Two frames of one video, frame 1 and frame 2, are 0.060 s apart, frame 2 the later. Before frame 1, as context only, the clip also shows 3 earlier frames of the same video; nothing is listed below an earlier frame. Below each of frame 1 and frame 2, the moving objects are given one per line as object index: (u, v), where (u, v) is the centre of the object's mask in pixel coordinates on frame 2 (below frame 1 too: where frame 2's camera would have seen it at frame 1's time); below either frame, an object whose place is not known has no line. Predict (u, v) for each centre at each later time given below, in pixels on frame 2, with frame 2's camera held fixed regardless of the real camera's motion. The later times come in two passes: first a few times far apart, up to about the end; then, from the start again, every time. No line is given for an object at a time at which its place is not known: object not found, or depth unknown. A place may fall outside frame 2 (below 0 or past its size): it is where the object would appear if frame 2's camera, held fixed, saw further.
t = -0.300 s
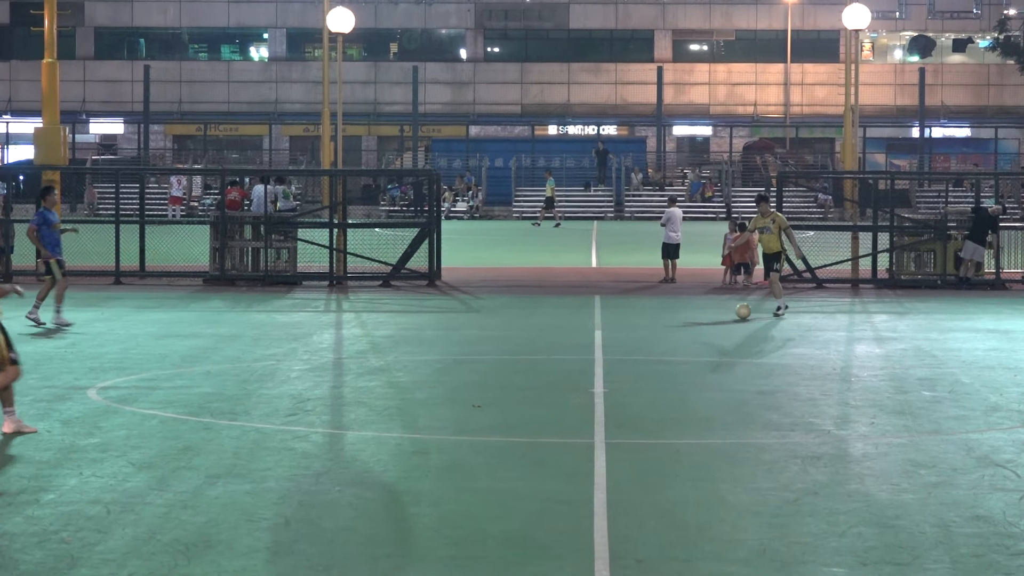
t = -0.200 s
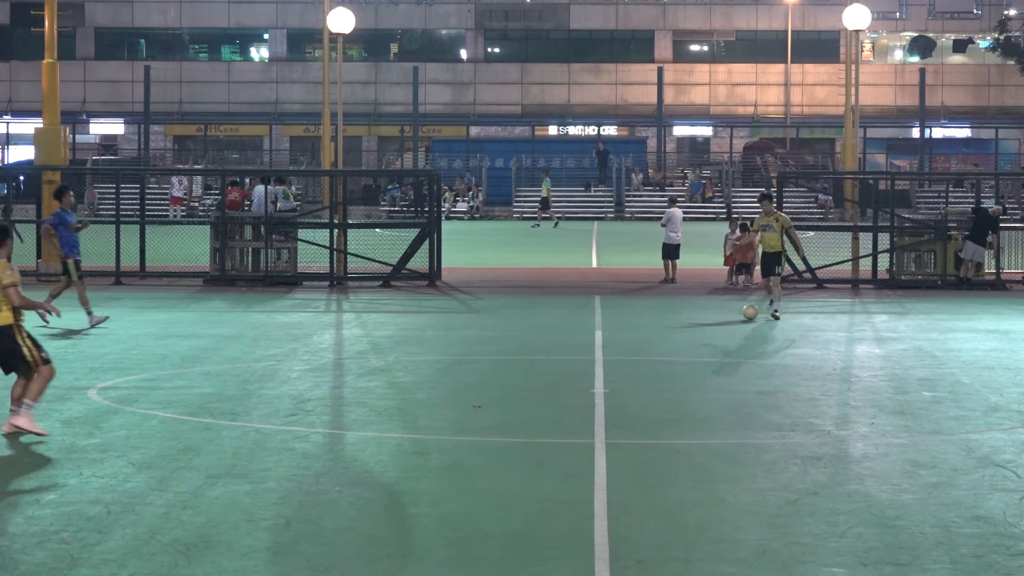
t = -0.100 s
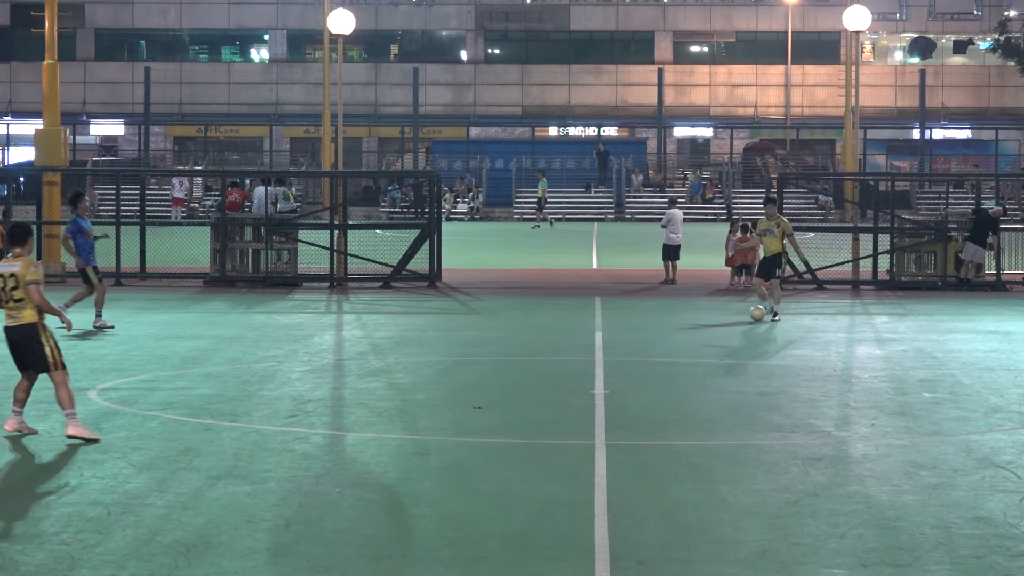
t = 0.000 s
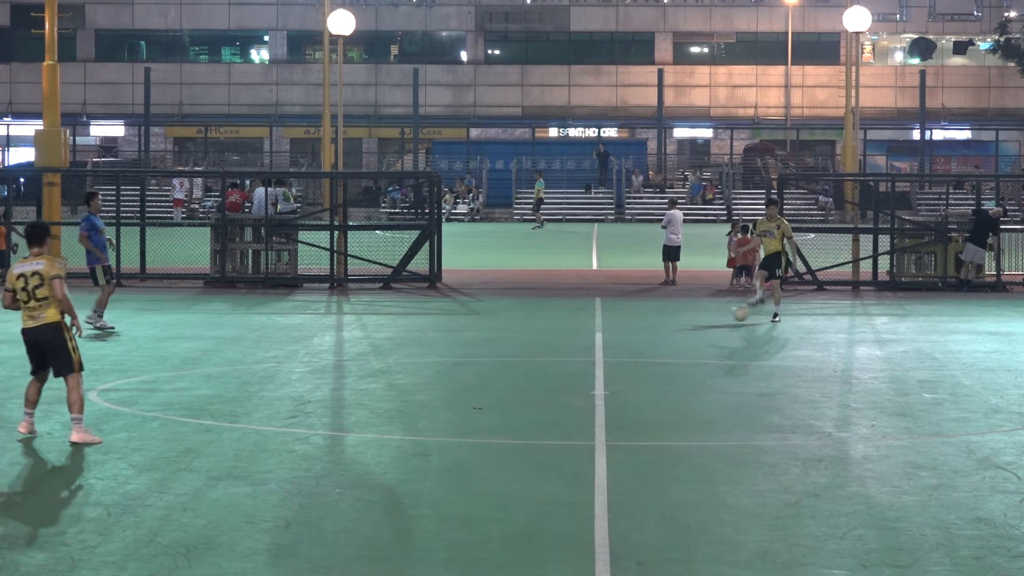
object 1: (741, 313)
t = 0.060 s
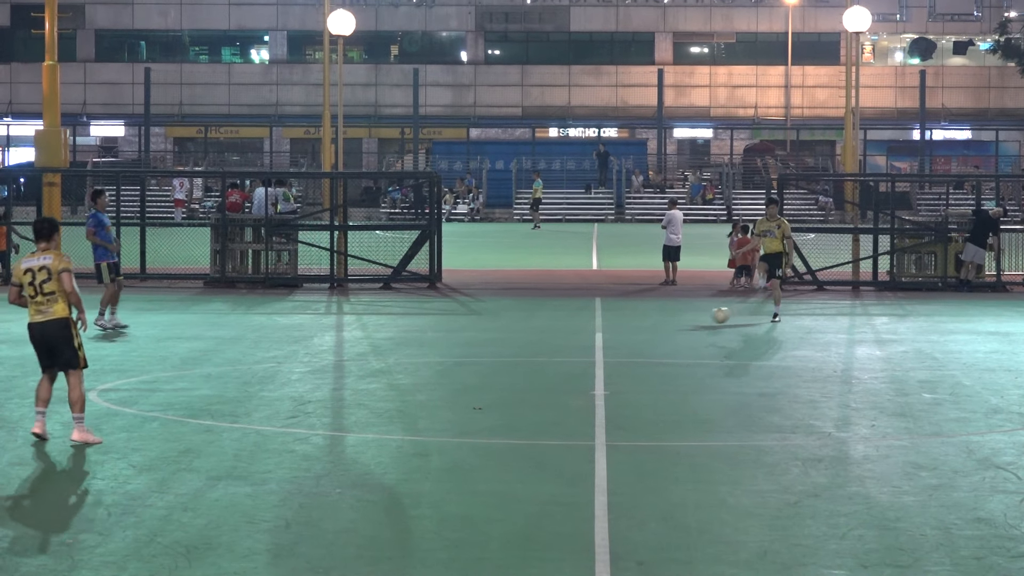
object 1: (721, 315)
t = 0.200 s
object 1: (672, 326)
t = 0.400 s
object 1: (608, 334)
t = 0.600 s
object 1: (546, 348)
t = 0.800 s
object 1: (489, 357)
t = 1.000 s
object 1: (428, 364)
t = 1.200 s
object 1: (364, 372)
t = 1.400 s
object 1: (293, 389)
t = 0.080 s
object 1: (714, 316)
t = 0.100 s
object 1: (707, 318)
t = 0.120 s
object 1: (700, 319)
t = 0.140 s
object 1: (692, 322)
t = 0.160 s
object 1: (686, 324)
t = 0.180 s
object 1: (678, 327)
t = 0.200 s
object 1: (672, 326)
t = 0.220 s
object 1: (666, 325)
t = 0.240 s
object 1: (659, 324)
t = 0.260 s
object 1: (653, 324)
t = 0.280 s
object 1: (647, 324)
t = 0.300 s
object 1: (641, 324)
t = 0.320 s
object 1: (634, 325)
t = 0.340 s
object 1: (628, 327)
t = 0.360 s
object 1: (621, 329)
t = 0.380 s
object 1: (614, 331)
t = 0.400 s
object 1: (608, 334)
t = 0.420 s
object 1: (601, 338)
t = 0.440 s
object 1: (594, 338)
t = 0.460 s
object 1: (588, 338)
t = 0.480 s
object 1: (583, 338)
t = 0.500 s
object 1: (576, 339)
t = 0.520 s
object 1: (570, 339)
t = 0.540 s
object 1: (564, 340)
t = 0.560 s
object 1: (558, 343)
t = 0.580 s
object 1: (551, 347)
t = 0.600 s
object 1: (546, 348)
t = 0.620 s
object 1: (540, 348)
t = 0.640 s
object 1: (535, 348)
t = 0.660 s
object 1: (529, 348)
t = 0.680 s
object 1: (524, 348)
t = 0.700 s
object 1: (518, 349)
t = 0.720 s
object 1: (512, 351)
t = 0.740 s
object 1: (506, 353)
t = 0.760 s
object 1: (500, 355)
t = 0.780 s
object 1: (495, 356)
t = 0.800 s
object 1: (489, 357)
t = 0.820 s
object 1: (483, 357)
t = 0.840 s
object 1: (477, 358)
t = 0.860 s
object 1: (471, 360)
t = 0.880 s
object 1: (465, 360)
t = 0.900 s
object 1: (460, 360)
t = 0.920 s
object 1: (454, 359)
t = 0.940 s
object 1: (447, 360)
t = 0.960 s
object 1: (441, 361)
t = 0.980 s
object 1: (435, 363)
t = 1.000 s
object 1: (428, 364)
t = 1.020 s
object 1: (422, 367)
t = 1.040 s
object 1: (416, 367)
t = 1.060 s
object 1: (409, 366)
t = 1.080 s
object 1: (404, 365)
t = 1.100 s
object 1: (397, 365)
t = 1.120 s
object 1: (390, 366)
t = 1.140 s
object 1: (384, 367)
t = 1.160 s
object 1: (377, 368)
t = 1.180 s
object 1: (370, 370)
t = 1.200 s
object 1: (364, 372)
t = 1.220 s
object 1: (356, 375)
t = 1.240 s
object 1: (349, 378)
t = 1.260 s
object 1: (342, 380)
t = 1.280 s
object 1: (335, 380)
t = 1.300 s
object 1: (329, 380)
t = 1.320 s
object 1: (322, 380)
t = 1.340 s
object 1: (314, 382)
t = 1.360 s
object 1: (307, 384)
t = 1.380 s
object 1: (300, 386)
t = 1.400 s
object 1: (293, 389)
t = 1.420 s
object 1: (285, 391)
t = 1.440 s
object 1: (277, 391)
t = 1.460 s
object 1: (270, 392)
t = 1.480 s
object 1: (262, 394)
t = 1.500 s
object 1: (254, 396)
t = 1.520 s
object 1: (246, 398)
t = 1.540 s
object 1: (238, 399)
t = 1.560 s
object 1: (230, 399)
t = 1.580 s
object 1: (222, 400)
